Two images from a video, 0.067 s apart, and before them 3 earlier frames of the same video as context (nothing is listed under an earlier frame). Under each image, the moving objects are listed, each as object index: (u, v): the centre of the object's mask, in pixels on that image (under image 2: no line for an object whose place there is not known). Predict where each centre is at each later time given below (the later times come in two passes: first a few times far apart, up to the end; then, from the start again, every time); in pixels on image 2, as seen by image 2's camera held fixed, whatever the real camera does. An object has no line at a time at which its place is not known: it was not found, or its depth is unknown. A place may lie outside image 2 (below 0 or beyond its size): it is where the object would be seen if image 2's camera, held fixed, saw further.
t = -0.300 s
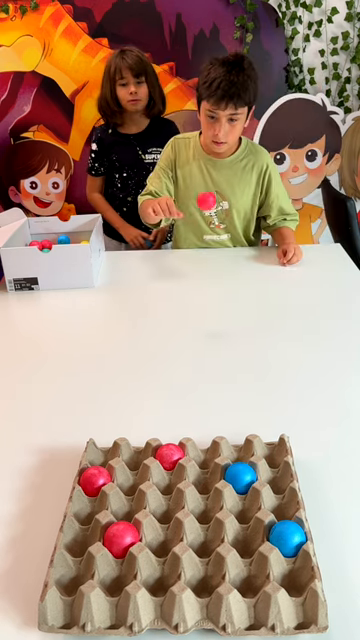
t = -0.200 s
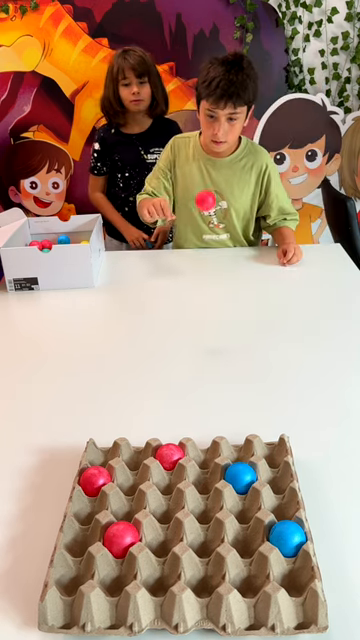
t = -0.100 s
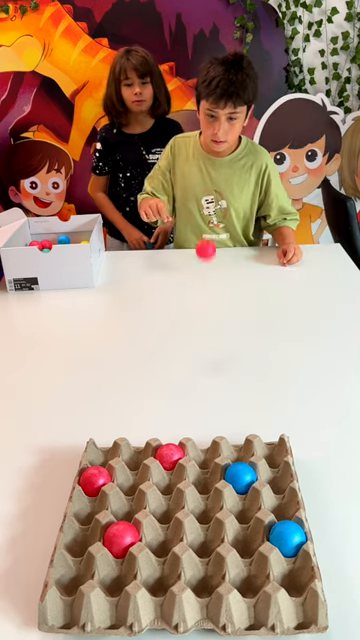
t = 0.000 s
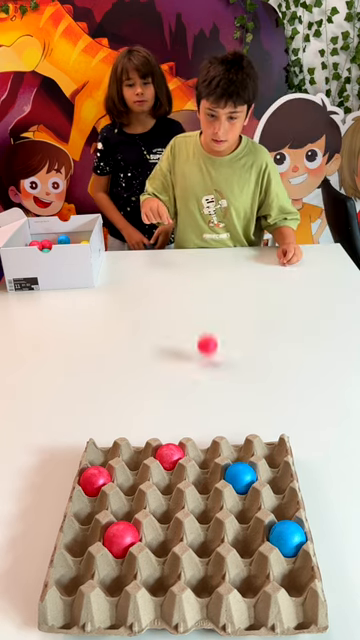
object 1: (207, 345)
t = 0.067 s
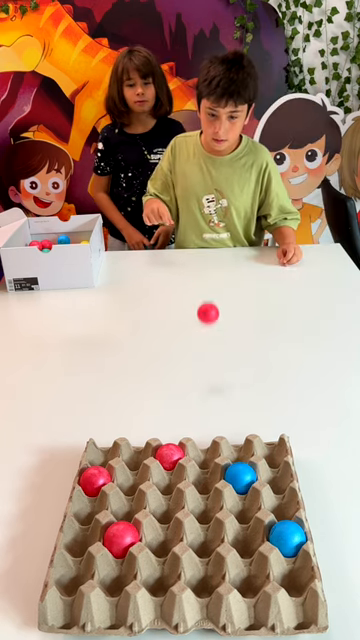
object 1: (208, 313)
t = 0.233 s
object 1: (213, 278)
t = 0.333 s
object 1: (218, 334)
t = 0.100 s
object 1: (208, 296)
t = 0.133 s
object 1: (209, 282)
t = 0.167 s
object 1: (210, 274)
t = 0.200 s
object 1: (211, 272)
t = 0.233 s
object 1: (213, 278)
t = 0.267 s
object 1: (214, 290)
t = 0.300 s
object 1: (216, 309)
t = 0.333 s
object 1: (218, 334)
